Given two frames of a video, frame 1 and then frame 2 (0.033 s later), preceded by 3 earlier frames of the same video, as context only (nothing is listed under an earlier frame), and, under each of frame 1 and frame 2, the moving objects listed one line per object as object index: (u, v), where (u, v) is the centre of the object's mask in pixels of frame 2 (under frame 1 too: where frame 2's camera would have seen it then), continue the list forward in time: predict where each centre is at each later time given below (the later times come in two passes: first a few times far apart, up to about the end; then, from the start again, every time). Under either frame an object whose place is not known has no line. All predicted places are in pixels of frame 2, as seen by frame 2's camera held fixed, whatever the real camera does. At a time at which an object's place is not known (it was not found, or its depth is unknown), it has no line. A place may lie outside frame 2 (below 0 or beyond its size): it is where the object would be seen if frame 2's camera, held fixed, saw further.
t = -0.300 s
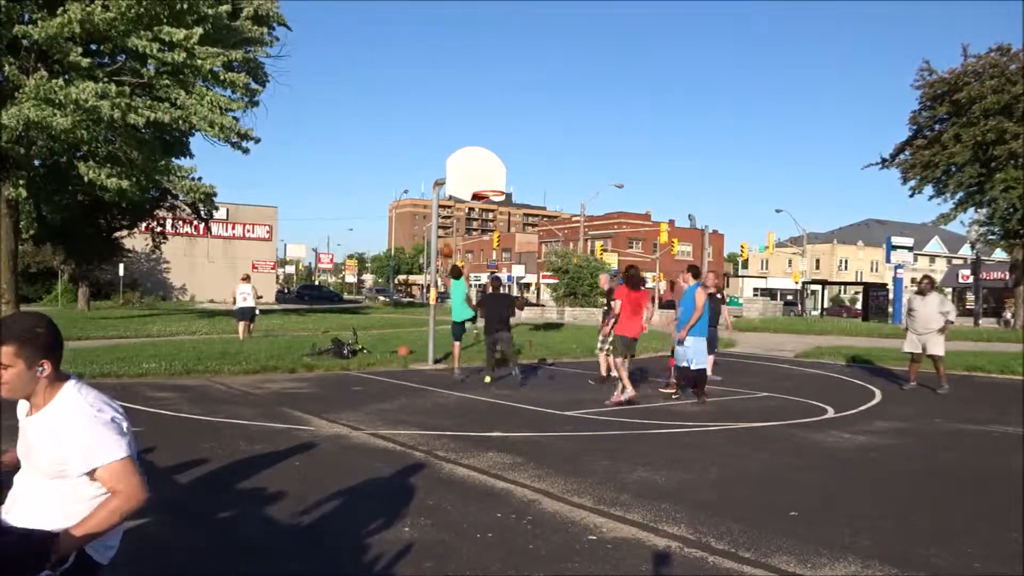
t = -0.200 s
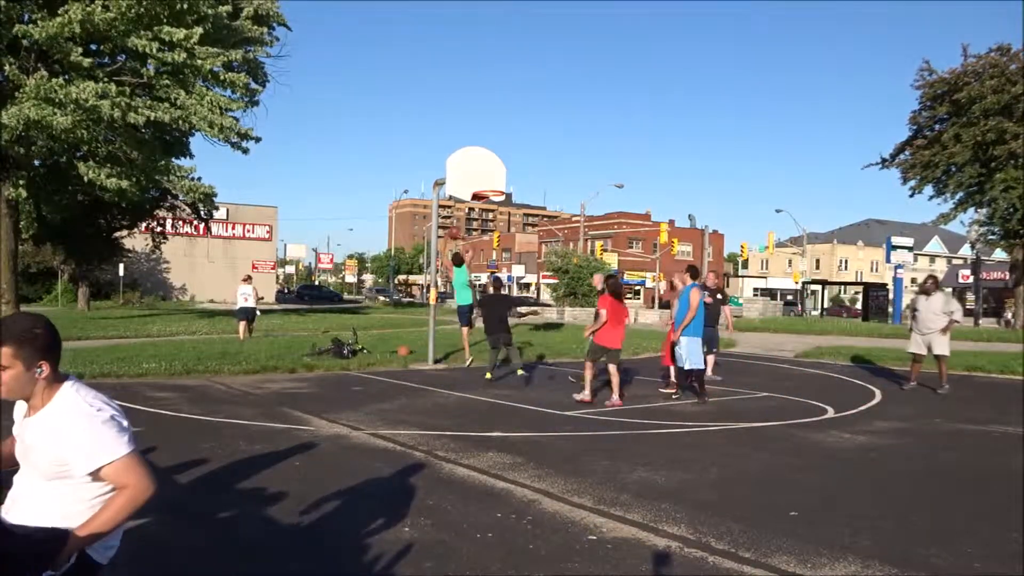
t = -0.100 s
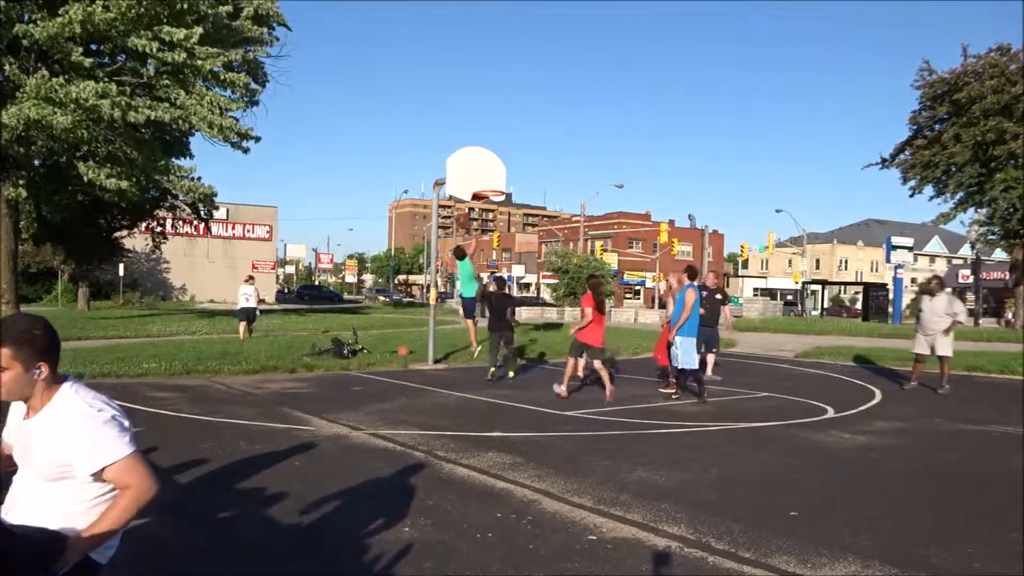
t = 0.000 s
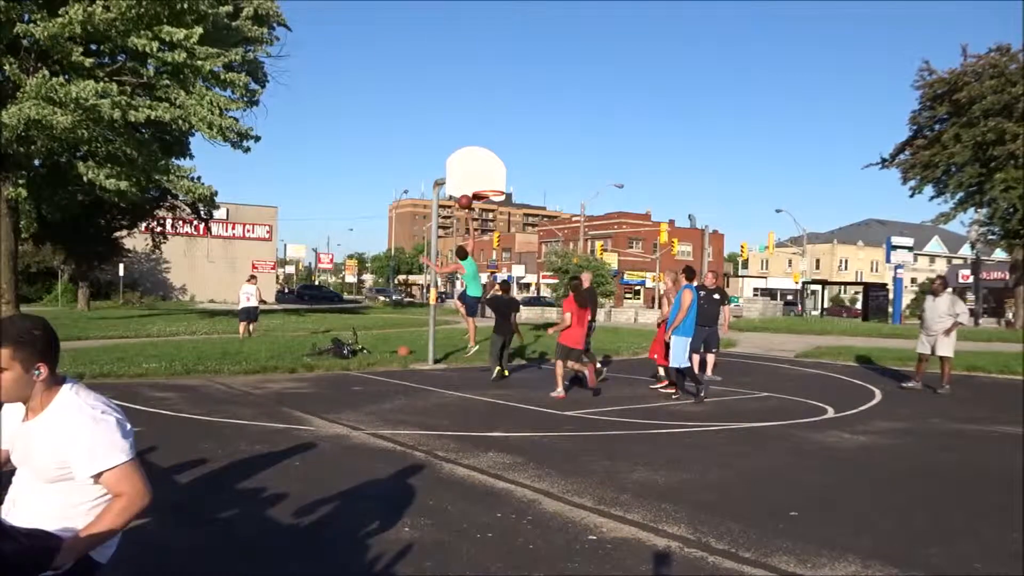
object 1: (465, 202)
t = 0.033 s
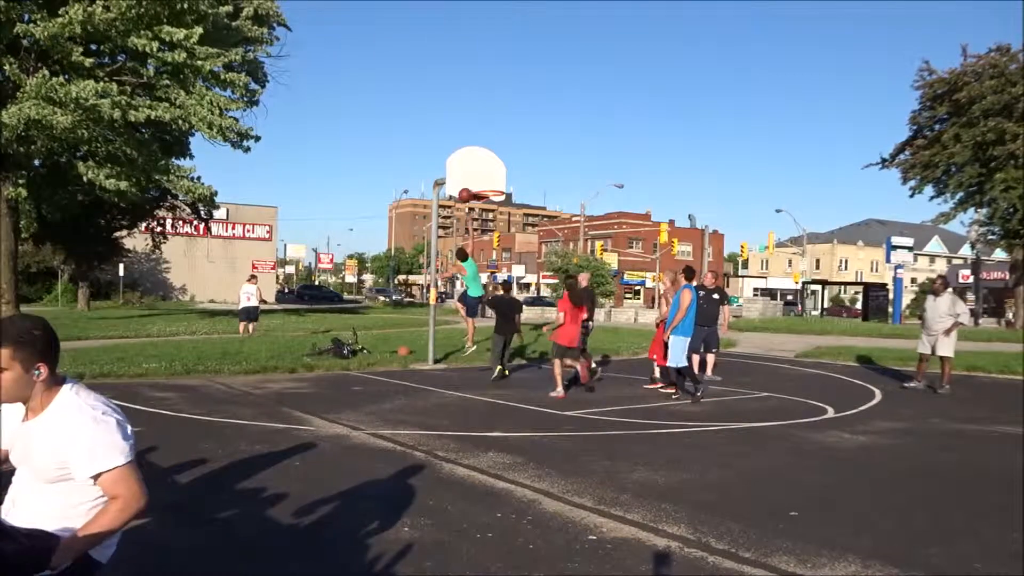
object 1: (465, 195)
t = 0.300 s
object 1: (469, 168)
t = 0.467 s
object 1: (470, 173)
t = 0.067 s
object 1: (466, 189)
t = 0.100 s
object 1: (467, 183)
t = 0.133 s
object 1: (467, 179)
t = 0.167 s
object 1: (467, 176)
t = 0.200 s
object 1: (468, 173)
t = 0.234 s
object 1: (468, 171)
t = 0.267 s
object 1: (468, 169)
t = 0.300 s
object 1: (469, 168)
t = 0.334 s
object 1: (469, 168)
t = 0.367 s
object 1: (469, 168)
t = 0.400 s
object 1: (470, 169)
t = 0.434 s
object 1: (470, 171)
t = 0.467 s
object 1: (470, 173)
